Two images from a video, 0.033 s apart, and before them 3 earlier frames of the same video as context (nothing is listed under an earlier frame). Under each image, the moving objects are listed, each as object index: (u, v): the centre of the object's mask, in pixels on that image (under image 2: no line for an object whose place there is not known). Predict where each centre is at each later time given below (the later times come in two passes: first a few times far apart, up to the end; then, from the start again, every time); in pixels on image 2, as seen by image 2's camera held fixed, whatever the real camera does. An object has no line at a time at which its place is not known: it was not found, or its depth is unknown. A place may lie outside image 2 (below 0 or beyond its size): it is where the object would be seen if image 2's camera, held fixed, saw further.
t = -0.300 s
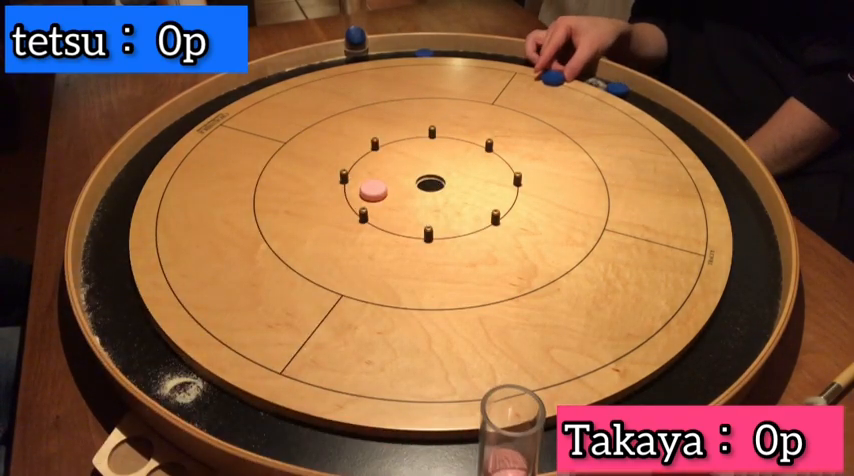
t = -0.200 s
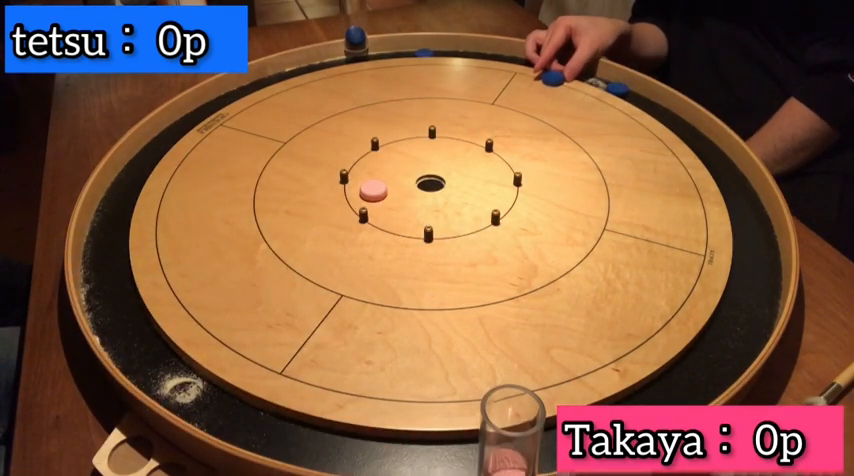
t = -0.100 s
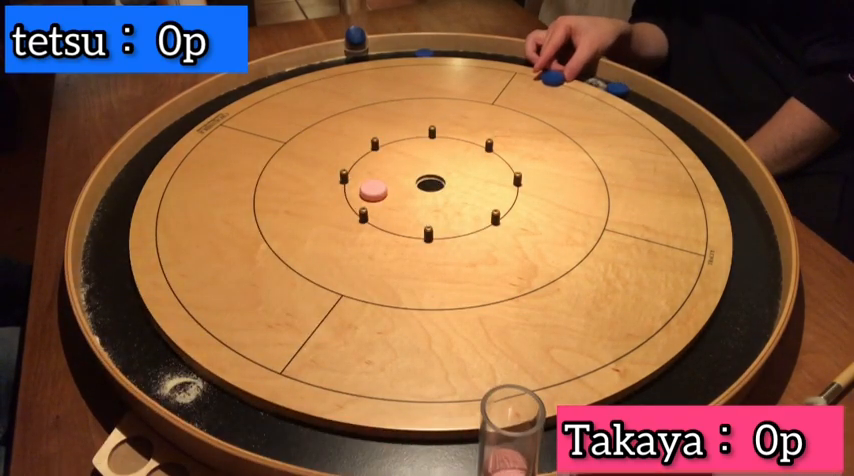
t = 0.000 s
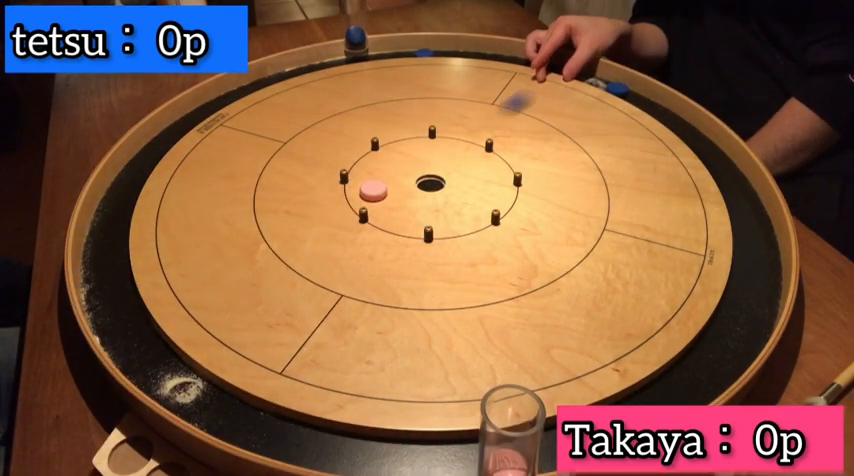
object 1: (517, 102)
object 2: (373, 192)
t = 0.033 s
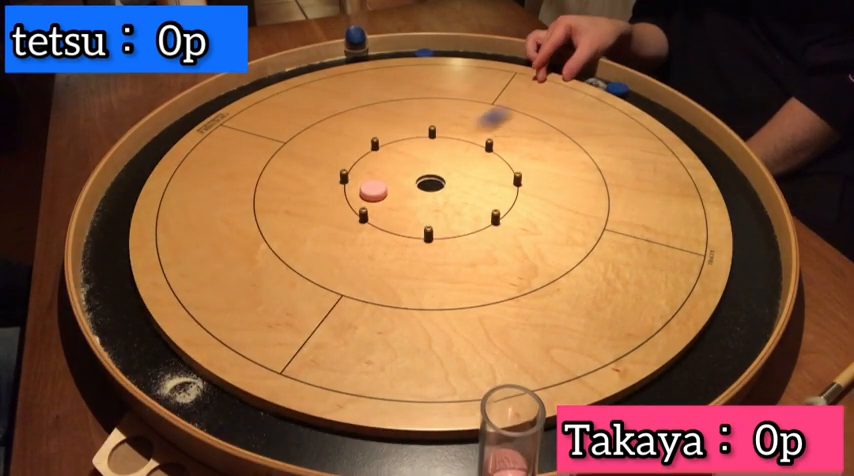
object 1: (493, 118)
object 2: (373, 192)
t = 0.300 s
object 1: (400, 196)
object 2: (262, 241)
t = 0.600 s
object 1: (402, 202)
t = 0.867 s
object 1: (402, 202)
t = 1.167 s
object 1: (403, 202)
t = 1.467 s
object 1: (403, 202)
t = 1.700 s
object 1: (403, 202)
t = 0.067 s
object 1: (472, 131)
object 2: (373, 191)
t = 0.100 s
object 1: (448, 148)
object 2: (373, 191)
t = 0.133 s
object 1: (425, 163)
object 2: (373, 191)
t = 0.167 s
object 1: (401, 178)
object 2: (373, 191)
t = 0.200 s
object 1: (398, 186)
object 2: (348, 203)
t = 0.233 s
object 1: (399, 190)
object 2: (320, 216)
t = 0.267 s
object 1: (399, 194)
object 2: (292, 228)
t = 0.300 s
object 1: (400, 196)
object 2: (262, 241)
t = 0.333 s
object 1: (400, 199)
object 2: (235, 252)
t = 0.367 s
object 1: (401, 200)
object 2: (204, 265)
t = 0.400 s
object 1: (401, 201)
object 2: (177, 276)
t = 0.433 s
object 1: (402, 202)
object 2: (146, 288)
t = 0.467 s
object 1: (402, 202)
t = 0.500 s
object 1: (402, 202)
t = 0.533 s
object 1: (402, 202)
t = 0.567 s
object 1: (402, 202)
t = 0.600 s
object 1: (402, 202)
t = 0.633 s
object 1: (402, 202)
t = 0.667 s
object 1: (402, 202)
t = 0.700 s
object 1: (402, 202)
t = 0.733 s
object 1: (402, 202)
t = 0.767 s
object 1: (402, 202)
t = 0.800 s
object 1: (402, 202)
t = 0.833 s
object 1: (403, 202)
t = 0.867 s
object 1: (402, 202)
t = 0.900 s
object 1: (403, 202)
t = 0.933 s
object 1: (403, 202)
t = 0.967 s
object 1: (403, 202)
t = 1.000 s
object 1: (402, 202)
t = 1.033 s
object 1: (402, 202)
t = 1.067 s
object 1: (403, 202)
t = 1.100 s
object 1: (403, 202)
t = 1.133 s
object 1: (403, 202)
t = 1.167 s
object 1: (403, 202)
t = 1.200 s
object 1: (403, 202)
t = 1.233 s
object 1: (403, 202)
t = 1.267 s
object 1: (402, 202)
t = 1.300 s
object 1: (402, 202)
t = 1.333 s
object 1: (402, 202)
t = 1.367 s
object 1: (402, 202)
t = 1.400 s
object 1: (402, 202)
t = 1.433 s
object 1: (403, 202)
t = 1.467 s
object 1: (403, 202)
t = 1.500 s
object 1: (403, 202)
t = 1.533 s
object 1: (402, 202)
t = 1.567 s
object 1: (403, 202)
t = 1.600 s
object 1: (403, 202)
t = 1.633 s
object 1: (402, 202)
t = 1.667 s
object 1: (403, 202)
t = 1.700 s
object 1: (403, 202)
